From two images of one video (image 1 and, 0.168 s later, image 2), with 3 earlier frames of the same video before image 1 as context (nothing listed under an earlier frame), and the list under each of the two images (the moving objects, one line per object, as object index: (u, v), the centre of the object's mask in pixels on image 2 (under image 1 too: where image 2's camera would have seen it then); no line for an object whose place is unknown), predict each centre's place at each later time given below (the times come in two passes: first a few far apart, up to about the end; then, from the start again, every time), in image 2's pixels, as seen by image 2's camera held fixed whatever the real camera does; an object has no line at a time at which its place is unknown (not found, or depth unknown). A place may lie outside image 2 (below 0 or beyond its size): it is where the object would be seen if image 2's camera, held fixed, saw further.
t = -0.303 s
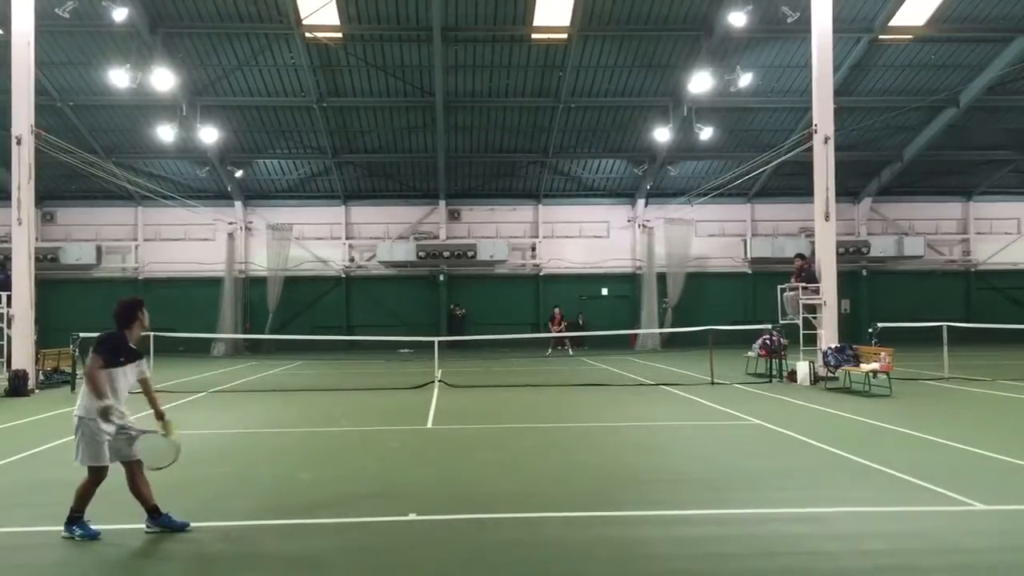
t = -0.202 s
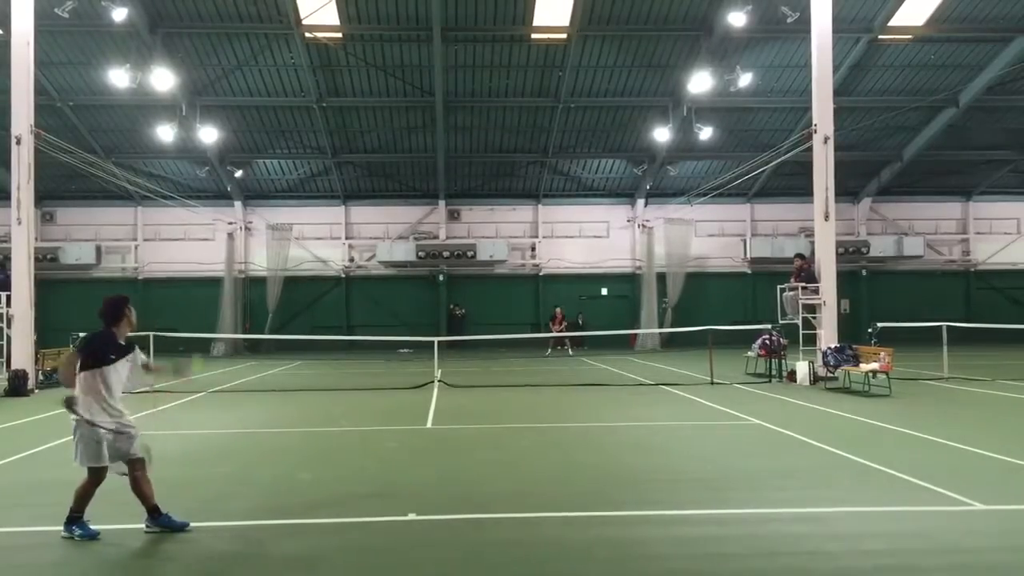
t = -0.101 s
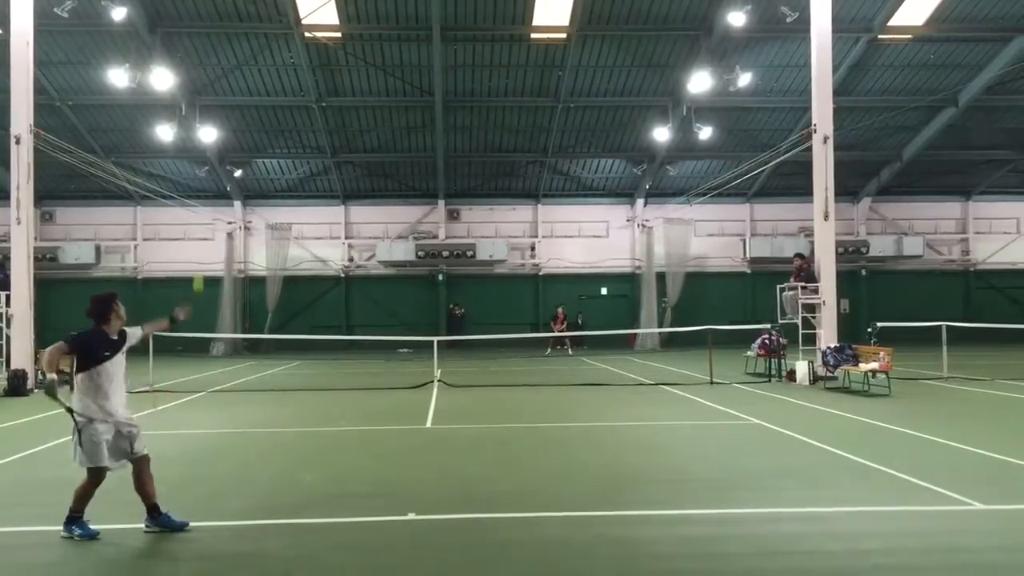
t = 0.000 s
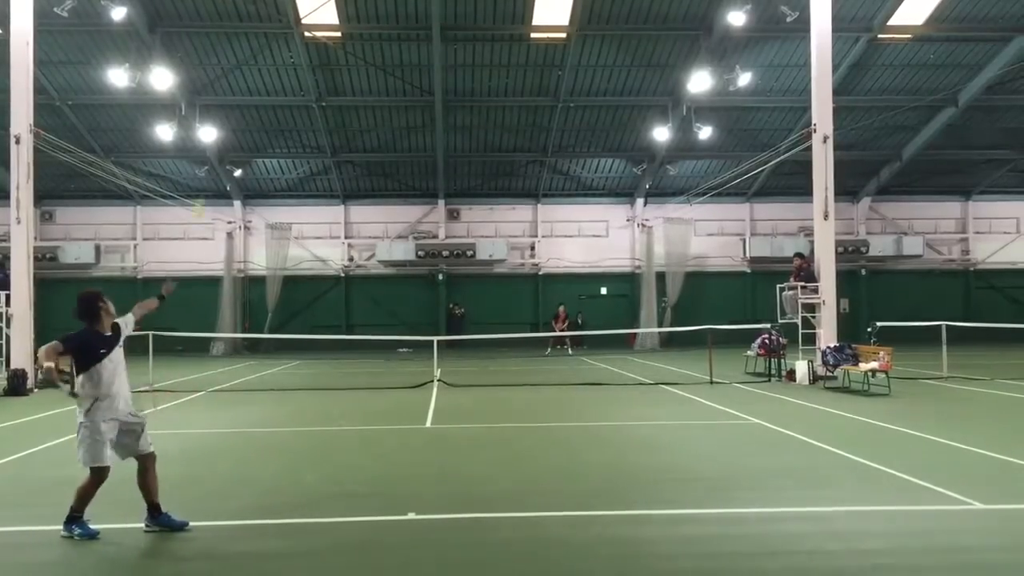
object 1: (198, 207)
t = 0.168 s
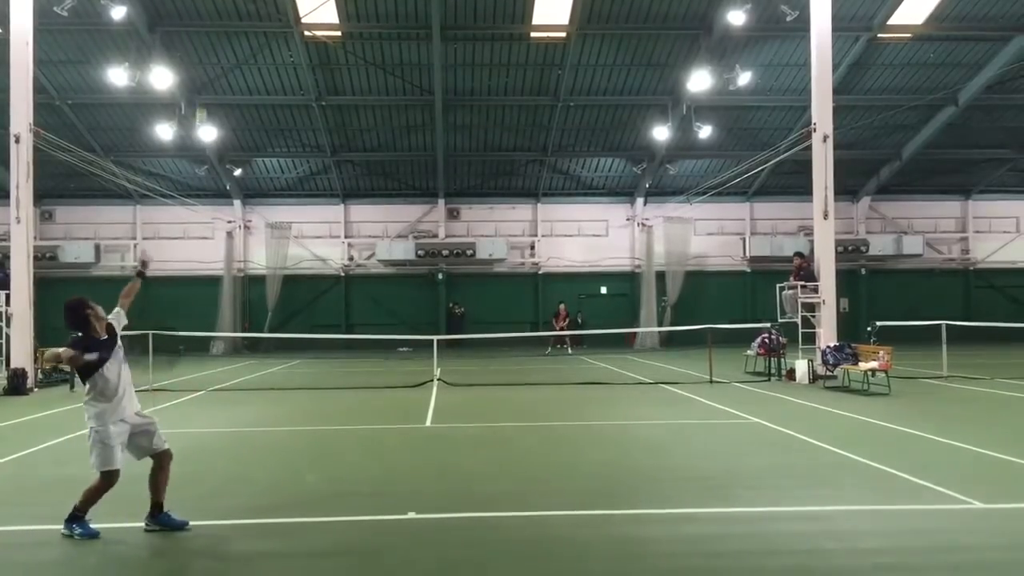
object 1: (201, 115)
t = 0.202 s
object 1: (201, 102)
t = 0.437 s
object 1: (207, 46)
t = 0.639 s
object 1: (211, 64)
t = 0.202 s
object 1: (201, 102)
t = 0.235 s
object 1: (202, 91)
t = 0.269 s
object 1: (202, 79)
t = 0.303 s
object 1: (203, 71)
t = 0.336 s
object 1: (204, 62)
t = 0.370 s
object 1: (205, 56)
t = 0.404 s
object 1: (205, 52)
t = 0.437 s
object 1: (207, 46)
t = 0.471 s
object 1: (207, 46)
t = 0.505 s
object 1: (207, 47)
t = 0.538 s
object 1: (208, 49)
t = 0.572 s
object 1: (209, 53)
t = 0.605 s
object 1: (210, 58)
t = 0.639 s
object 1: (211, 64)
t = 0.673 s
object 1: (211, 73)
